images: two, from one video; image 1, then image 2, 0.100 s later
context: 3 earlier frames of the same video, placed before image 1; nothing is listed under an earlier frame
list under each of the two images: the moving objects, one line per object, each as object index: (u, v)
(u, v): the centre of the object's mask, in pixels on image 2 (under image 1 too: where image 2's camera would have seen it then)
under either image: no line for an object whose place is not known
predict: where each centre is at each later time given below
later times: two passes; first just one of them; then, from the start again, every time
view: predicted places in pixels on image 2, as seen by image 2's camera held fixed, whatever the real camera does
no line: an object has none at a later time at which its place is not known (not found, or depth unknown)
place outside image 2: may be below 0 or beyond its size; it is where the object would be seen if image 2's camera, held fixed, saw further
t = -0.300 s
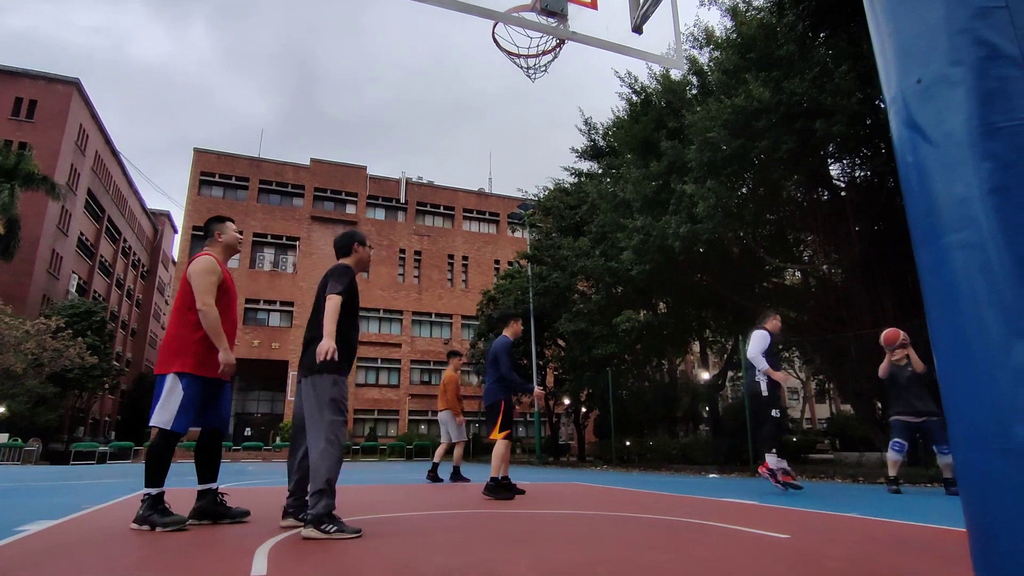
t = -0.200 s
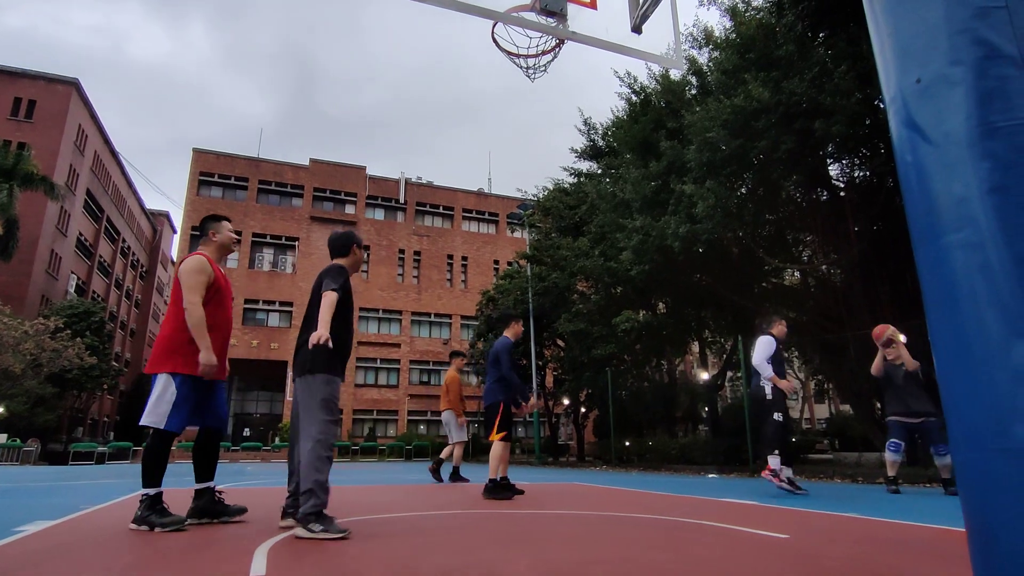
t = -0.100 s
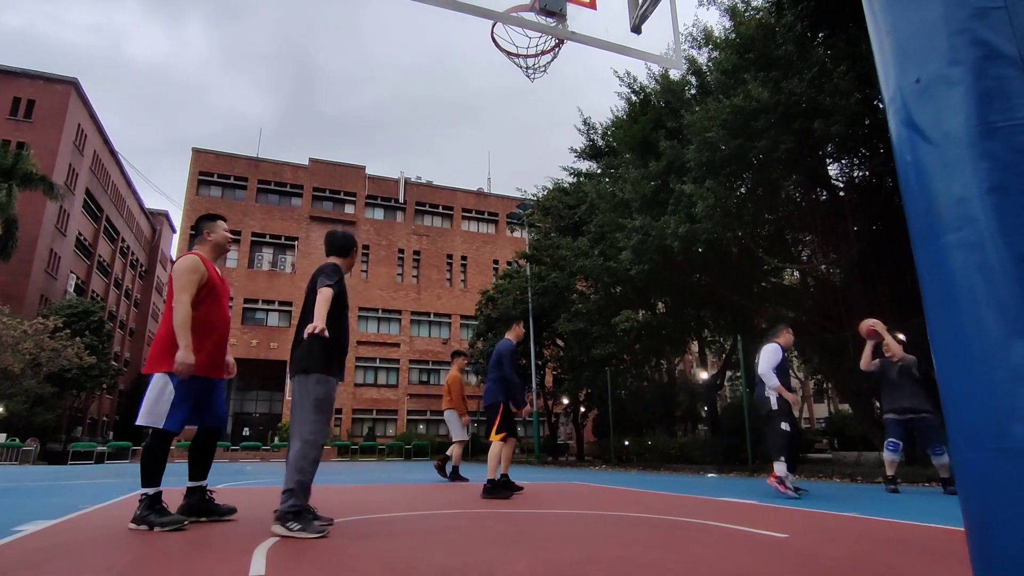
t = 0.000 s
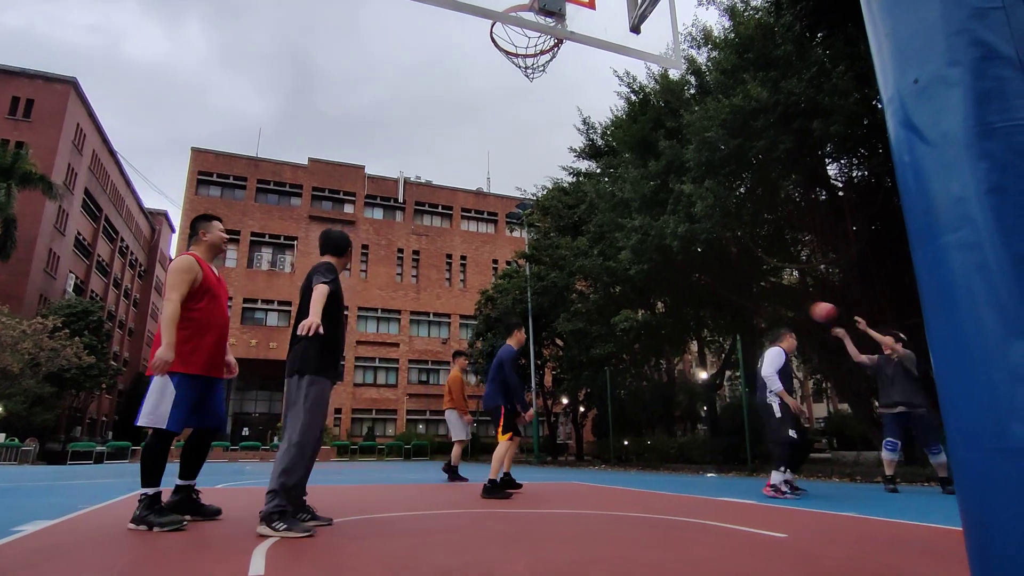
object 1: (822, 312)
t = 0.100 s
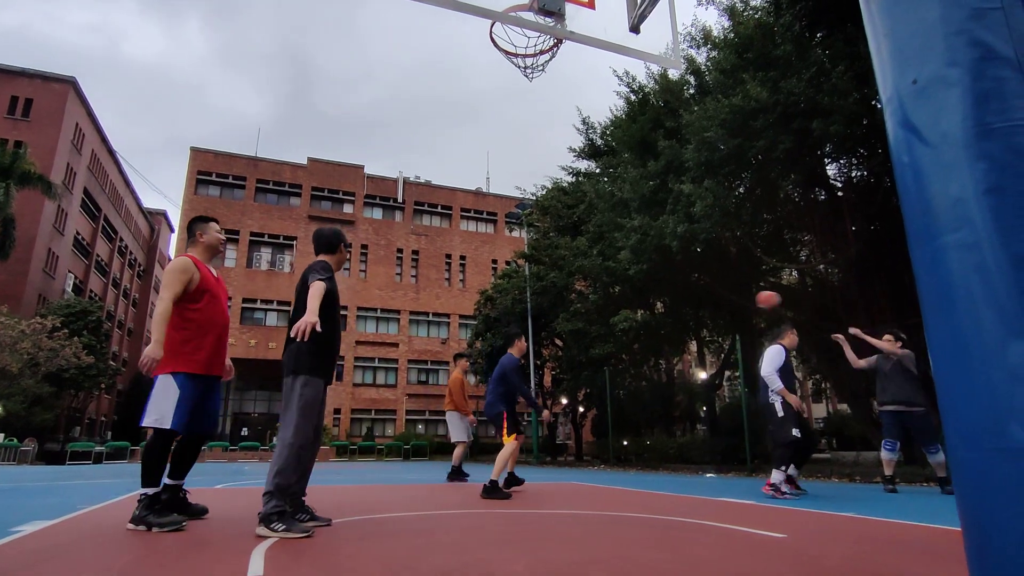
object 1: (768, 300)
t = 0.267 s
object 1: (687, 298)
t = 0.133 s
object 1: (751, 298)
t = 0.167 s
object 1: (735, 297)
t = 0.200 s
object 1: (718, 297)
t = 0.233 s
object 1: (702, 297)
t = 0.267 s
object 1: (687, 298)
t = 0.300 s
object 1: (672, 301)
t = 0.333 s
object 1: (657, 304)
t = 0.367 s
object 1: (643, 308)
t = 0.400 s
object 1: (629, 312)
